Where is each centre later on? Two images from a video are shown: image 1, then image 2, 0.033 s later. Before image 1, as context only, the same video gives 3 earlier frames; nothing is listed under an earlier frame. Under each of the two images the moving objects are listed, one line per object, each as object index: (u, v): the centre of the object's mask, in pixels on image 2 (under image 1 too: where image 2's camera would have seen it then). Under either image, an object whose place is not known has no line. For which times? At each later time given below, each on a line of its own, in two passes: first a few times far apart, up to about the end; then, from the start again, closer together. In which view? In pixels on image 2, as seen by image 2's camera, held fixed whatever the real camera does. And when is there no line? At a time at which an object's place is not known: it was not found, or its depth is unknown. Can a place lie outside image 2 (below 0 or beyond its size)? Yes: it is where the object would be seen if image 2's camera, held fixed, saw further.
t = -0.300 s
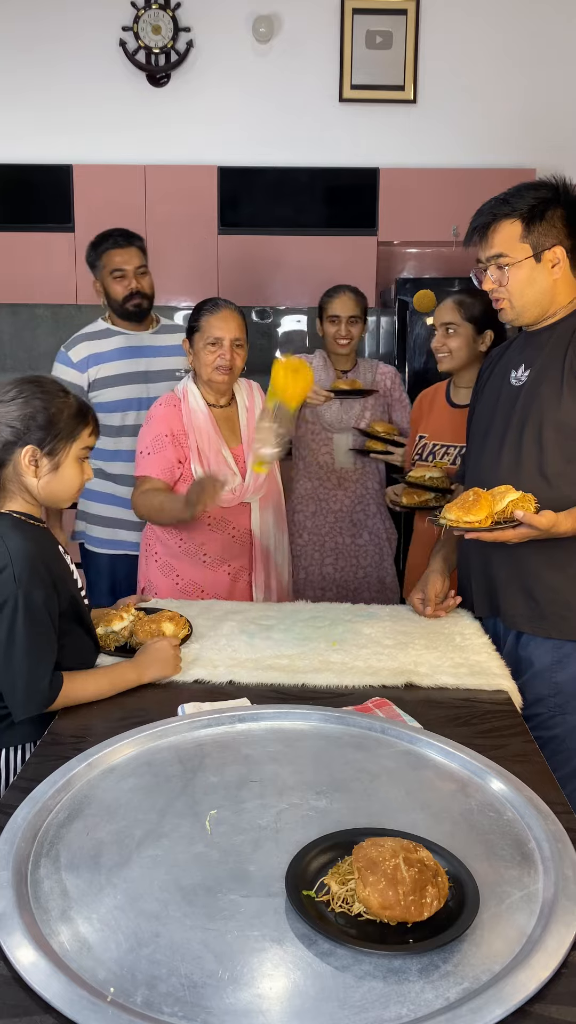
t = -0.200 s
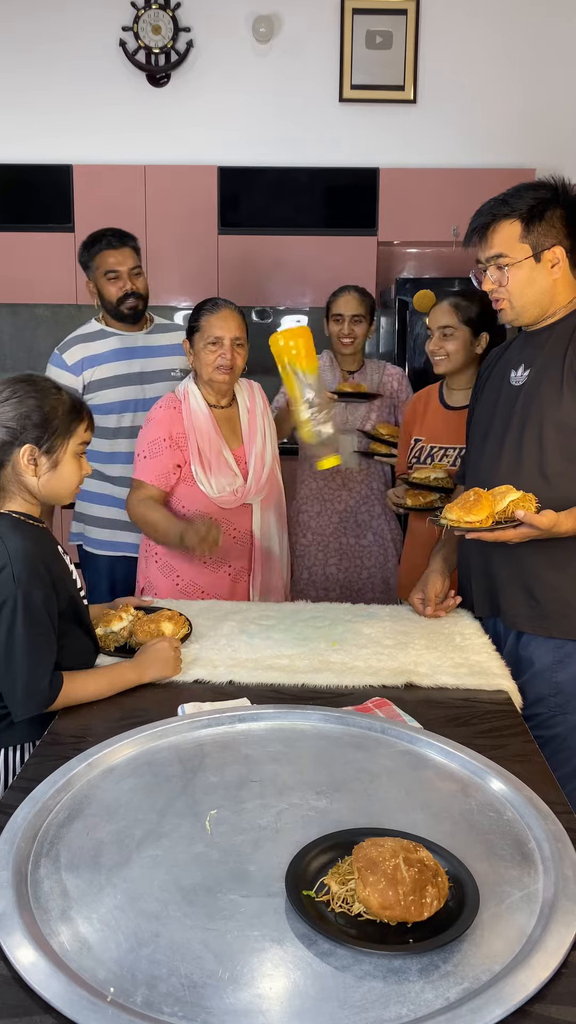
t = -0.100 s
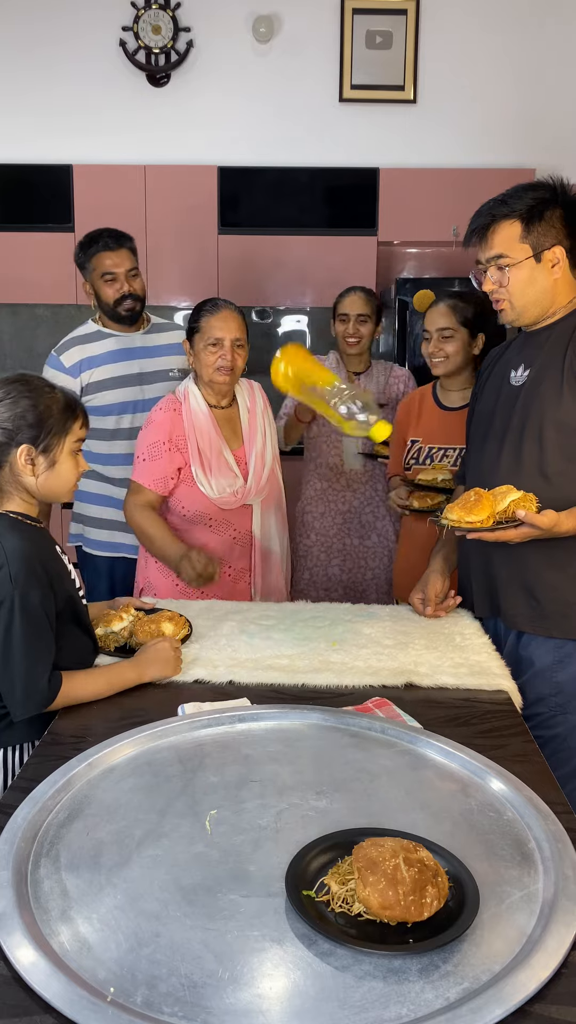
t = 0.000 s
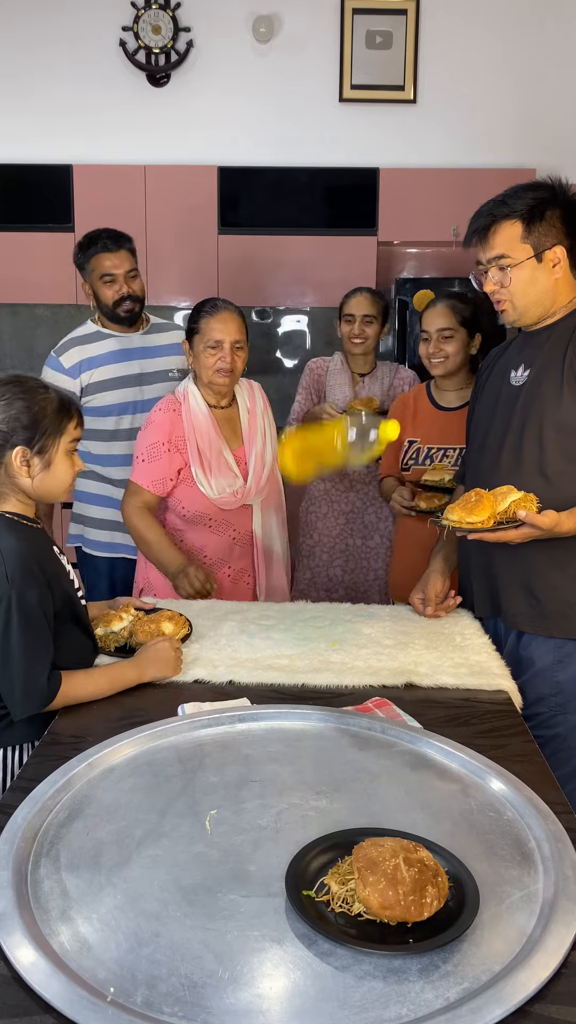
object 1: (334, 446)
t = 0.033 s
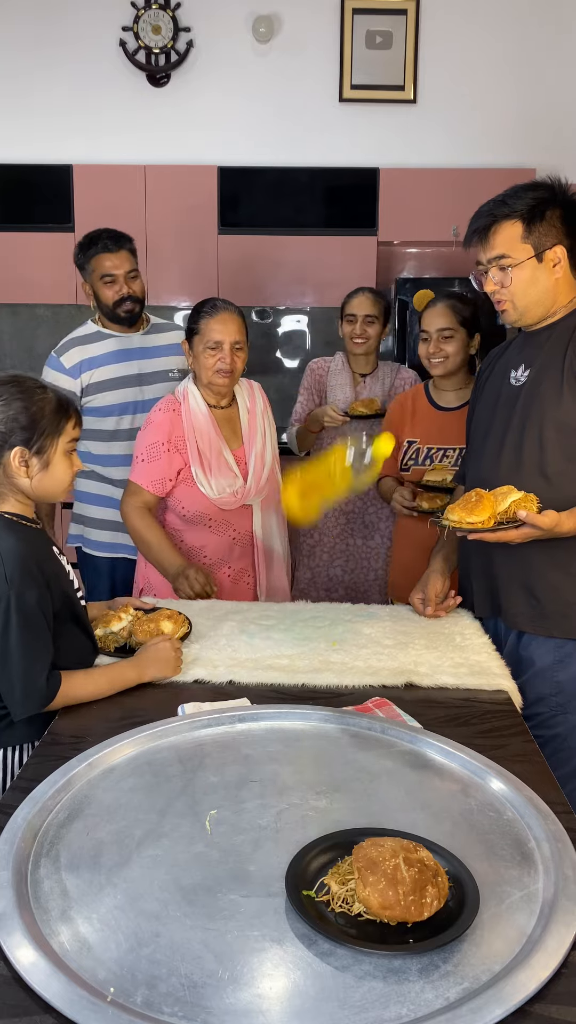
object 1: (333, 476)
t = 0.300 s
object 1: (326, 609)
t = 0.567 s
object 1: (338, 667)
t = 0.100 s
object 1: (331, 557)
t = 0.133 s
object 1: (329, 600)
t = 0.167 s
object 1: (328, 603)
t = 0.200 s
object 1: (327, 602)
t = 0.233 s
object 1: (326, 603)
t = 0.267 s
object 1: (326, 605)
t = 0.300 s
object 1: (326, 609)
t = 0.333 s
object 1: (327, 614)
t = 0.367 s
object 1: (328, 621)
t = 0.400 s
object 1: (329, 632)
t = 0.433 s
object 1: (330, 649)
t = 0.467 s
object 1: (331, 667)
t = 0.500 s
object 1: (336, 666)
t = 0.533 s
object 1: (338, 667)
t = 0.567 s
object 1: (338, 667)
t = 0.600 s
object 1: (338, 667)
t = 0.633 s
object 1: (339, 668)
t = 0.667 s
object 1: (340, 668)
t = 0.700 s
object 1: (339, 667)
